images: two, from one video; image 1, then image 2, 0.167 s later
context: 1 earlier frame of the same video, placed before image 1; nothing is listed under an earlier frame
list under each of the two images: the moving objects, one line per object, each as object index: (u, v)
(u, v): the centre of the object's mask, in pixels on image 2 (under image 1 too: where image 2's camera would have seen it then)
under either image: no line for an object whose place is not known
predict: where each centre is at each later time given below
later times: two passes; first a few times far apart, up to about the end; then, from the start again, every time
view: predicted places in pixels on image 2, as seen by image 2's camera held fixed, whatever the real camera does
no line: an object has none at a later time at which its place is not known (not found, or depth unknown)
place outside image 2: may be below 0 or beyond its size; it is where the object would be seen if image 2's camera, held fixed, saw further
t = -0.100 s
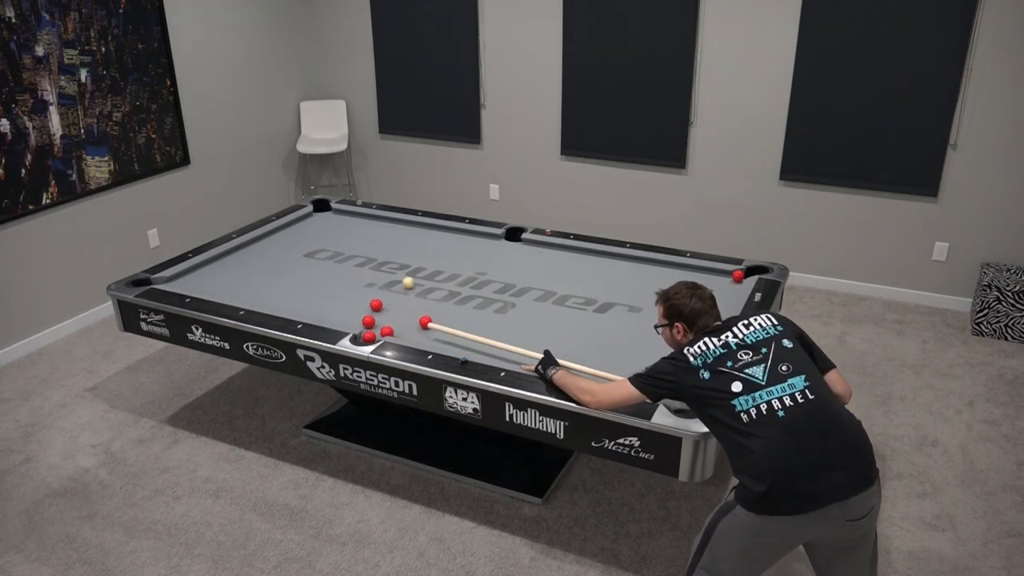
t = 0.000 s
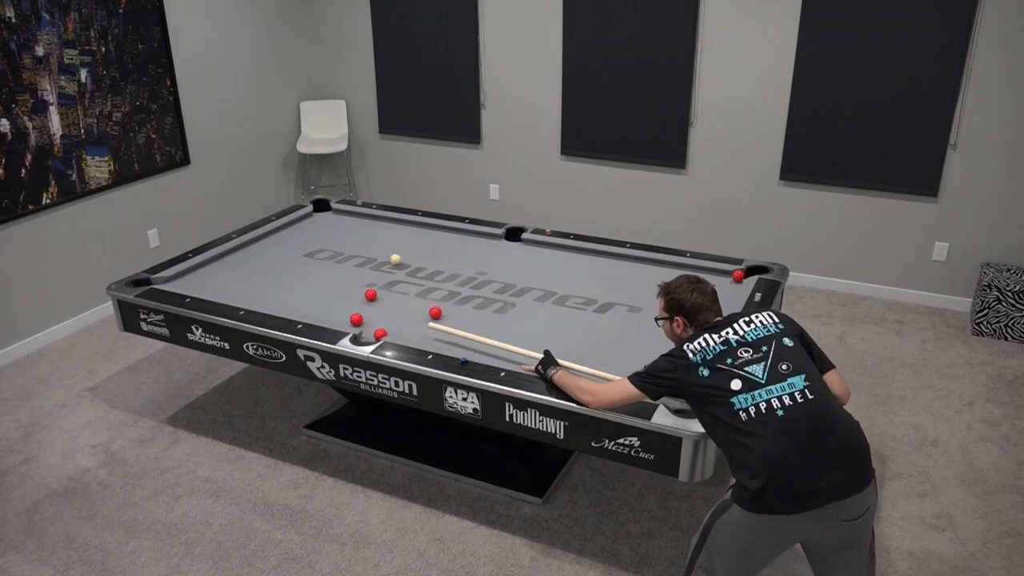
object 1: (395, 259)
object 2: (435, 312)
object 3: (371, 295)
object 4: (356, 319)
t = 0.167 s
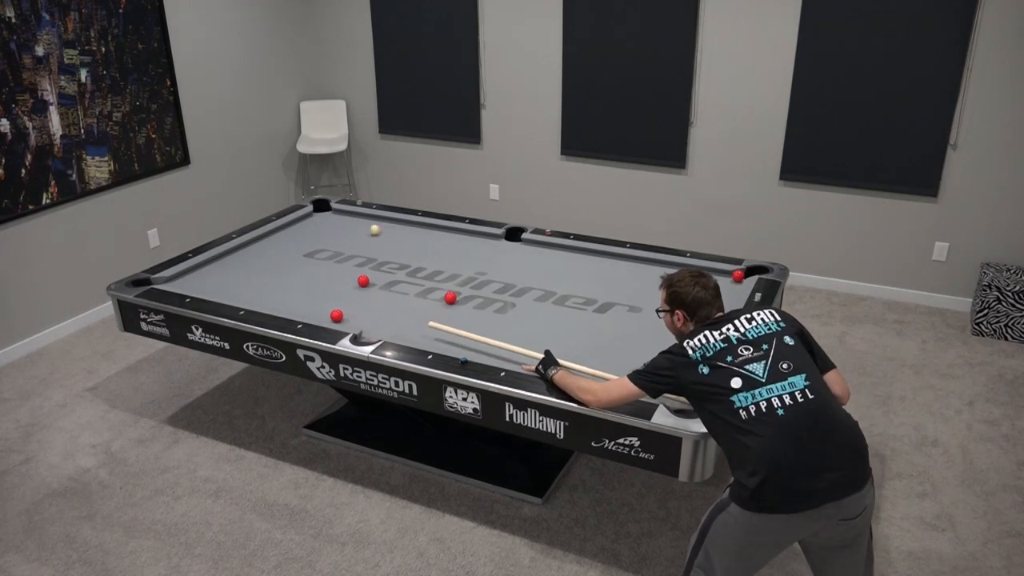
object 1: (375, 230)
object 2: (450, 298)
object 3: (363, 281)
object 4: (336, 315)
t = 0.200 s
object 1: (370, 225)
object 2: (453, 295)
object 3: (362, 278)
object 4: (332, 315)
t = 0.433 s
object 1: (301, 219)
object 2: (471, 276)
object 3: (352, 260)
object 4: (307, 310)
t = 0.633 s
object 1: (305, 238)
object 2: (485, 262)
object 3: (345, 247)
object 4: (286, 306)
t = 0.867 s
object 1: (305, 260)
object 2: (500, 248)
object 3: (337, 233)
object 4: (262, 301)
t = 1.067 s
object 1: (304, 282)
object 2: (511, 236)
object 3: (331, 223)
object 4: (244, 297)
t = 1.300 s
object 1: (303, 310)
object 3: (325, 211)
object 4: (223, 293)
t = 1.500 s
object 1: (346, 311)
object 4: (206, 289)
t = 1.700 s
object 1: (395, 308)
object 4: (190, 286)
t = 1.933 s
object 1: (450, 304)
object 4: (172, 282)
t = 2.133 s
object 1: (496, 301)
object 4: (158, 280)
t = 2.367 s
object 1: (547, 297)
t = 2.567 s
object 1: (590, 294)
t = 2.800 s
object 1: (638, 291)
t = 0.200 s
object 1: (370, 225)
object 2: (453, 295)
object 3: (362, 278)
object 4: (332, 315)
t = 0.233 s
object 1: (366, 220)
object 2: (455, 292)
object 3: (360, 275)
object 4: (329, 314)
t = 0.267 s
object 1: (362, 215)
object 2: (458, 289)
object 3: (359, 273)
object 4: (325, 313)
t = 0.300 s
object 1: (350, 216)
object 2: (461, 287)
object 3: (357, 270)
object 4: (321, 313)
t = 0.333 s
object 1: (337, 216)
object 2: (464, 284)
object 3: (356, 268)
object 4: (317, 312)
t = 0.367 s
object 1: (325, 217)
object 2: (466, 281)
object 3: (355, 265)
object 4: (314, 311)
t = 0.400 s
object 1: (313, 218)
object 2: (468, 279)
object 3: (353, 263)
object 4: (310, 311)
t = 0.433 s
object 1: (301, 219)
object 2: (471, 276)
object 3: (352, 260)
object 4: (307, 310)
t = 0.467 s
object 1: (301, 222)
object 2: (473, 274)
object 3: (351, 258)
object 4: (303, 309)
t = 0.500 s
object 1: (302, 225)
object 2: (476, 272)
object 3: (350, 256)
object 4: (300, 308)
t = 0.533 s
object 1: (304, 228)
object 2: (478, 269)
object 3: (349, 254)
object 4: (296, 308)
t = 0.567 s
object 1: (305, 231)
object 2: (481, 267)
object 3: (347, 251)
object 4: (292, 307)
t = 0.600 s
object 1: (305, 235)
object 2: (483, 264)
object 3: (346, 249)
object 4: (289, 306)
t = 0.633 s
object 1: (305, 238)
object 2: (485, 262)
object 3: (345, 247)
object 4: (286, 306)
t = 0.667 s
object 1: (306, 241)
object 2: (487, 260)
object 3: (344, 245)
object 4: (282, 305)
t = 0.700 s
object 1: (306, 244)
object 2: (490, 258)
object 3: (343, 243)
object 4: (279, 304)
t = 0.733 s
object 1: (306, 247)
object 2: (492, 256)
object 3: (342, 241)
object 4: (276, 304)
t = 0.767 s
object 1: (305, 250)
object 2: (494, 254)
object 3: (341, 239)
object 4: (272, 303)
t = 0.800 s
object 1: (305, 253)
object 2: (496, 251)
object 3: (340, 237)
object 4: (269, 302)
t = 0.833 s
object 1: (305, 257)
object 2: (498, 249)
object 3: (338, 235)
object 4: (266, 302)
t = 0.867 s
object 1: (305, 260)
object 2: (500, 248)
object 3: (337, 233)
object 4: (262, 301)
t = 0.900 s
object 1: (305, 264)
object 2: (502, 245)
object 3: (336, 231)
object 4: (259, 300)
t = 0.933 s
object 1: (305, 267)
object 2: (504, 243)
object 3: (335, 230)
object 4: (256, 300)
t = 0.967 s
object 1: (304, 271)
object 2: (506, 242)
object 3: (334, 228)
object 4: (253, 299)
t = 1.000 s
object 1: (304, 274)
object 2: (508, 240)
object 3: (333, 226)
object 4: (250, 298)
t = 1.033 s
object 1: (304, 278)
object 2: (510, 238)
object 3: (332, 224)
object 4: (247, 298)
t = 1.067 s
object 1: (304, 282)
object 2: (511, 236)
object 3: (331, 223)
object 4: (244, 297)
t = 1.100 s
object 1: (304, 286)
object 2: (513, 236)
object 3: (330, 221)
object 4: (241, 297)
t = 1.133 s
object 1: (303, 290)
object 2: (515, 237)
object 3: (329, 219)
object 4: (238, 296)
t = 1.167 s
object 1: (303, 294)
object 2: (516, 239)
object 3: (329, 217)
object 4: (235, 295)
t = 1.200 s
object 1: (303, 298)
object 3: (328, 215)
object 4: (232, 295)
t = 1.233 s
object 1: (303, 302)
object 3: (327, 214)
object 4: (229, 294)
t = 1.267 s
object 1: (302, 306)
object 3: (326, 212)
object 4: (226, 294)
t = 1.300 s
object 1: (303, 310)
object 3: (325, 211)
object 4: (223, 293)
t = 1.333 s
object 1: (302, 312)
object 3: (324, 209)
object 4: (220, 292)
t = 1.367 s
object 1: (311, 313)
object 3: (323, 208)
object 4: (217, 292)
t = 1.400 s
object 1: (321, 313)
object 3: (322, 207)
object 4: (214, 291)
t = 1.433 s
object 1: (329, 312)
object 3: (322, 208)
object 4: (211, 290)
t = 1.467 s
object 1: (338, 311)
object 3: (322, 209)
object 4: (209, 290)
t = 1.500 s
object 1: (346, 311)
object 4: (206, 289)
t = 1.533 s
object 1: (355, 310)
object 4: (203, 289)
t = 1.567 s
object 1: (362, 310)
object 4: (200, 288)
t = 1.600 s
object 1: (371, 309)
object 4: (198, 288)
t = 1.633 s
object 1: (379, 309)
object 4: (195, 287)
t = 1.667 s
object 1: (387, 308)
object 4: (192, 287)
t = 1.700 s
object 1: (395, 308)
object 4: (190, 286)
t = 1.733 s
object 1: (403, 307)
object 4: (187, 286)
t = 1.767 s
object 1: (411, 306)
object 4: (185, 285)
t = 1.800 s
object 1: (419, 306)
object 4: (182, 285)
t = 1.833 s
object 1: (427, 305)
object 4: (179, 284)
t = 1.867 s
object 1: (435, 305)
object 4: (177, 283)
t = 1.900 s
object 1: (443, 304)
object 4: (174, 283)
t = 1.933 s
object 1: (450, 304)
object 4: (172, 282)
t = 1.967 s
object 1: (458, 303)
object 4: (169, 282)
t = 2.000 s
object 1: (465, 303)
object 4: (167, 281)
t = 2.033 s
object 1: (473, 302)
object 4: (164, 281)
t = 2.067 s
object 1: (480, 302)
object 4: (161, 281)
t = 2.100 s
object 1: (488, 301)
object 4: (159, 280)
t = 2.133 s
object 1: (496, 301)
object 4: (158, 280)
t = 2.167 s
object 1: (503, 300)
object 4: (156, 281)
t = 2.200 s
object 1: (511, 300)
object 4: (155, 281)
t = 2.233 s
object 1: (518, 299)
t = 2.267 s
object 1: (526, 299)
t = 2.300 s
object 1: (533, 298)
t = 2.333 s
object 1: (540, 298)
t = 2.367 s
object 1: (547, 297)
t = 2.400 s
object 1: (555, 296)
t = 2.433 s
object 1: (562, 296)
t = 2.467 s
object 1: (569, 295)
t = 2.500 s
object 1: (576, 295)
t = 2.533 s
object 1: (583, 295)
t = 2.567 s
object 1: (590, 294)
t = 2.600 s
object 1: (597, 294)
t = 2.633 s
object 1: (604, 293)
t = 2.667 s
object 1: (611, 292)
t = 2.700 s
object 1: (618, 292)
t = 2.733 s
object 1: (625, 292)
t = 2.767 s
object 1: (632, 291)
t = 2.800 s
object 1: (638, 291)
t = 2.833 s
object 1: (645, 290)
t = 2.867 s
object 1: (652, 290)
